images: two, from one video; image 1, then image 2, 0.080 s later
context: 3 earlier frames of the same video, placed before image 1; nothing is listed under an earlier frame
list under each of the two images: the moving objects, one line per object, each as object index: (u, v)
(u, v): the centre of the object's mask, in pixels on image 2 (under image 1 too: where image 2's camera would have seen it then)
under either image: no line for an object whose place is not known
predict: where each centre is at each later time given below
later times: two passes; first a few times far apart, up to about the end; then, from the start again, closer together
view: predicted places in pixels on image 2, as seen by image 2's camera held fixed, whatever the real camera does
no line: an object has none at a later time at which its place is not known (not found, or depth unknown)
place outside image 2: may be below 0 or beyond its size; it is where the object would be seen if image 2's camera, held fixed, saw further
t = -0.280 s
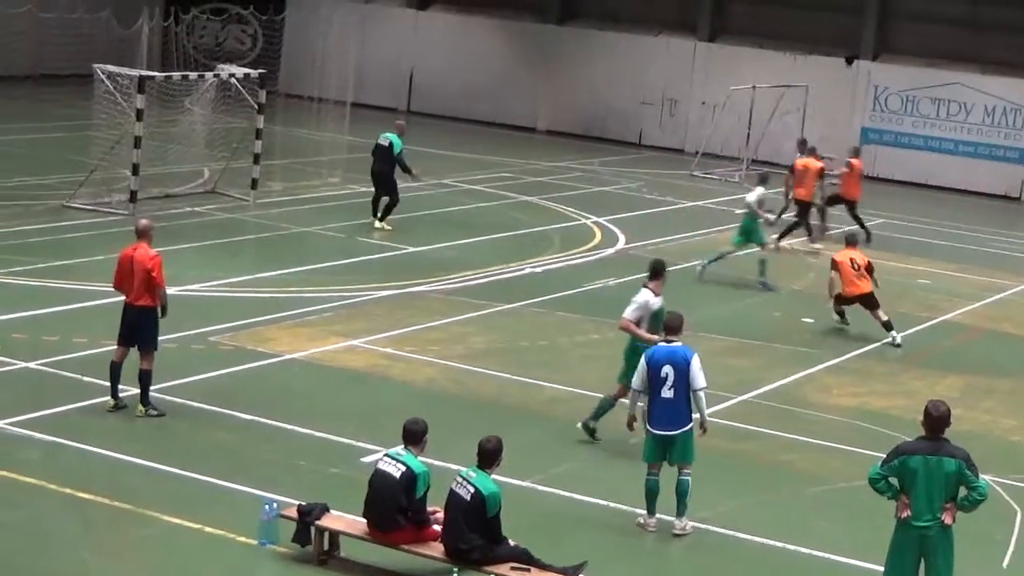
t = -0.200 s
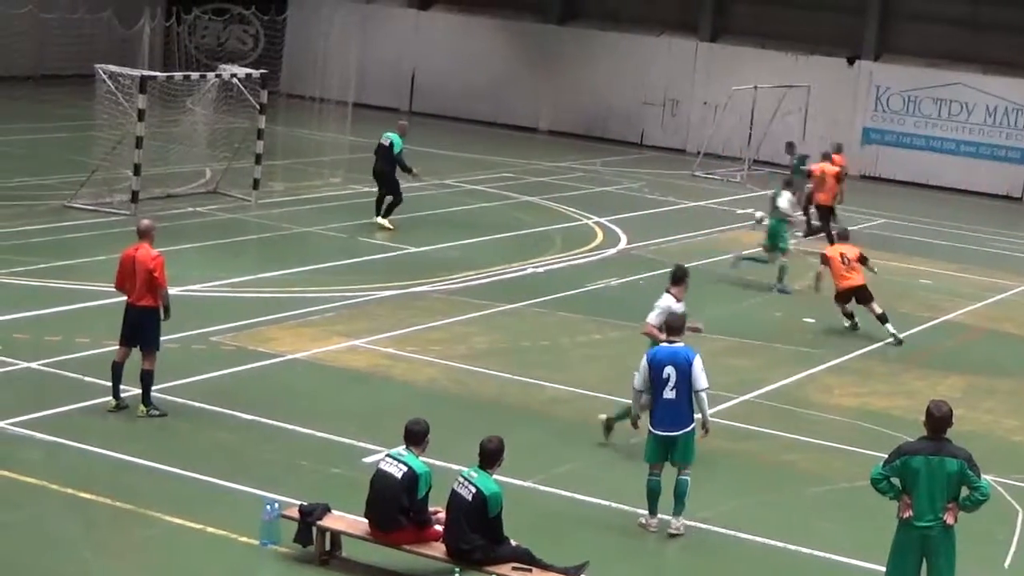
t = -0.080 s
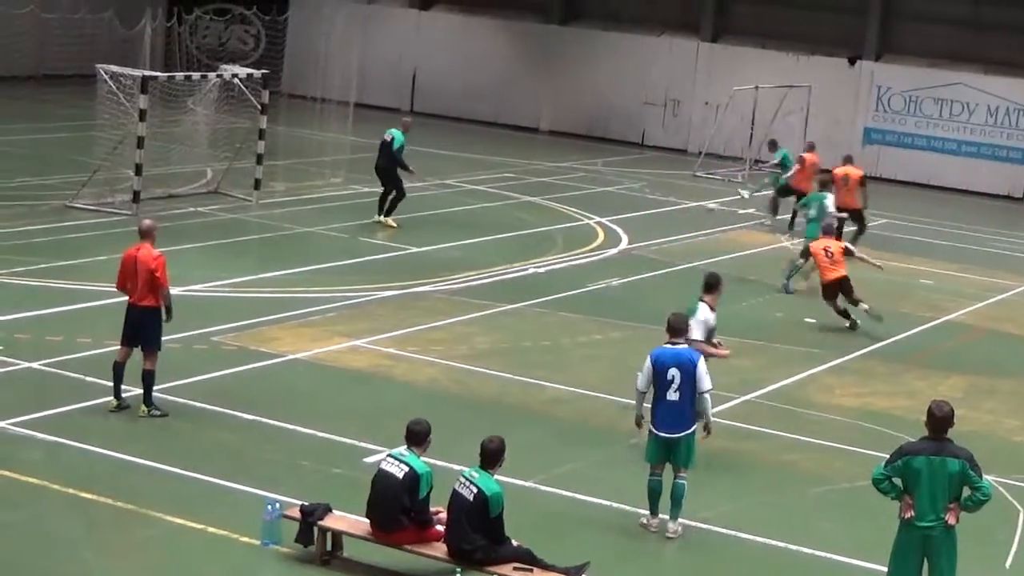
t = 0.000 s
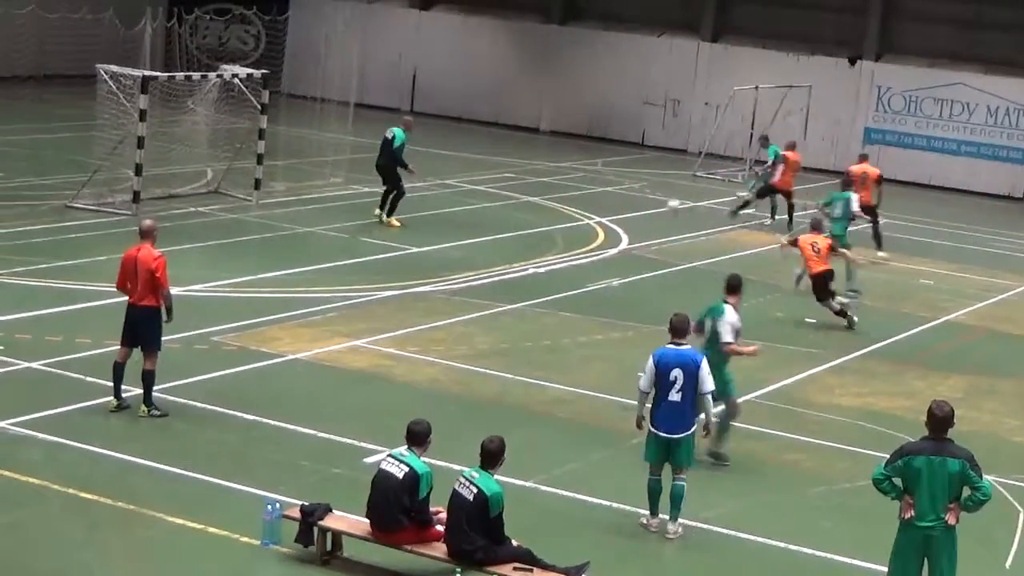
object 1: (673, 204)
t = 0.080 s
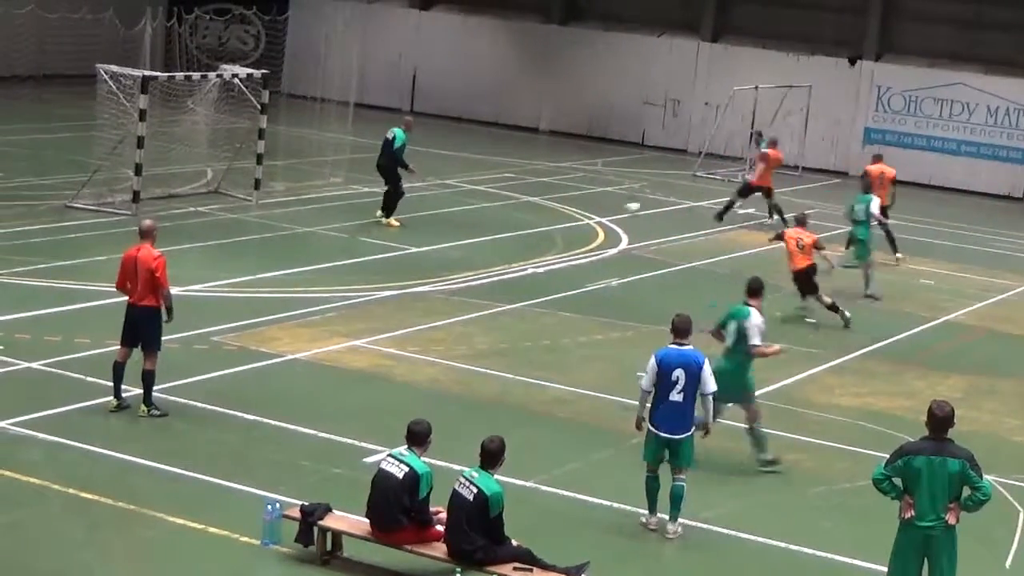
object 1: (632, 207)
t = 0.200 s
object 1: (568, 220)
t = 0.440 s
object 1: (446, 241)
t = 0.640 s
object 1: (349, 260)
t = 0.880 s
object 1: (236, 276)
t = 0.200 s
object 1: (568, 220)
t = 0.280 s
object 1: (523, 234)
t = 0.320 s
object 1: (503, 241)
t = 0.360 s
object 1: (484, 239)
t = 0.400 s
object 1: (465, 238)
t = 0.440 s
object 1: (446, 241)
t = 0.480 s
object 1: (426, 244)
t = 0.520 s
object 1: (405, 249)
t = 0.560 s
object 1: (386, 257)
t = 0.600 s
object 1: (366, 261)
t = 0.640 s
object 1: (349, 260)
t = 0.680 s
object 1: (331, 261)
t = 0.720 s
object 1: (312, 264)
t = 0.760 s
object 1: (293, 270)
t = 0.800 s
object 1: (274, 275)
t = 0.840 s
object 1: (255, 277)
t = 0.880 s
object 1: (236, 276)
